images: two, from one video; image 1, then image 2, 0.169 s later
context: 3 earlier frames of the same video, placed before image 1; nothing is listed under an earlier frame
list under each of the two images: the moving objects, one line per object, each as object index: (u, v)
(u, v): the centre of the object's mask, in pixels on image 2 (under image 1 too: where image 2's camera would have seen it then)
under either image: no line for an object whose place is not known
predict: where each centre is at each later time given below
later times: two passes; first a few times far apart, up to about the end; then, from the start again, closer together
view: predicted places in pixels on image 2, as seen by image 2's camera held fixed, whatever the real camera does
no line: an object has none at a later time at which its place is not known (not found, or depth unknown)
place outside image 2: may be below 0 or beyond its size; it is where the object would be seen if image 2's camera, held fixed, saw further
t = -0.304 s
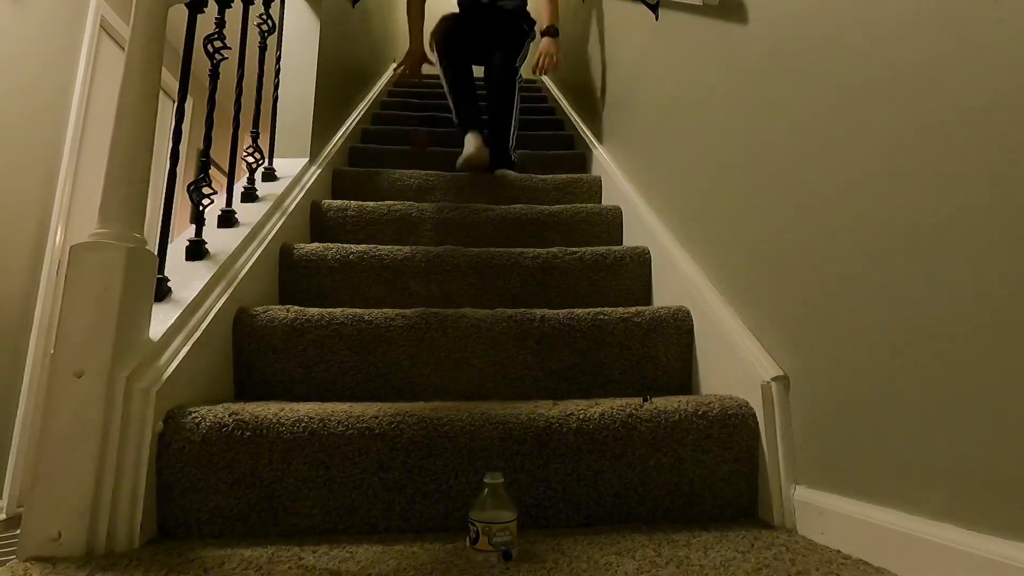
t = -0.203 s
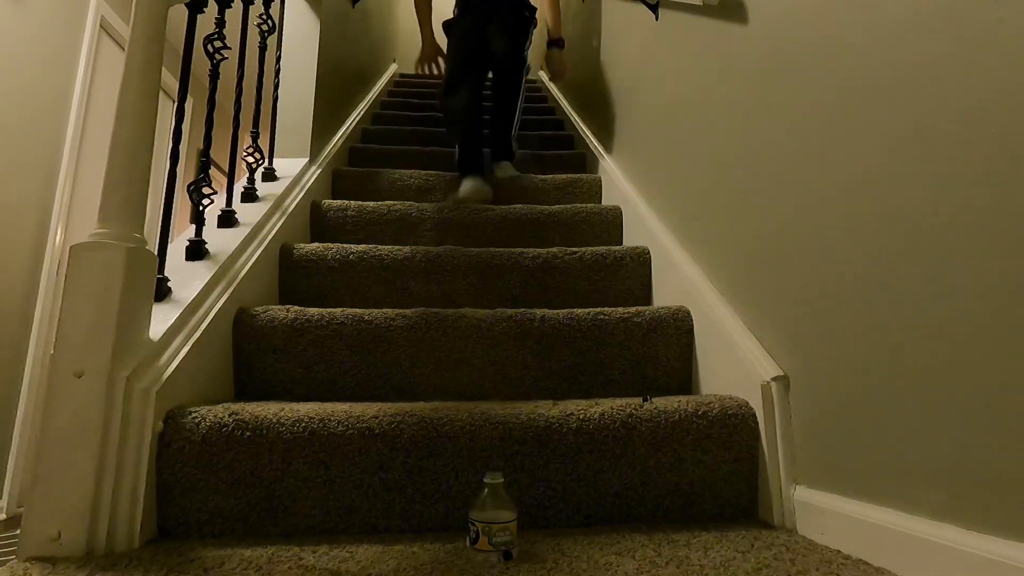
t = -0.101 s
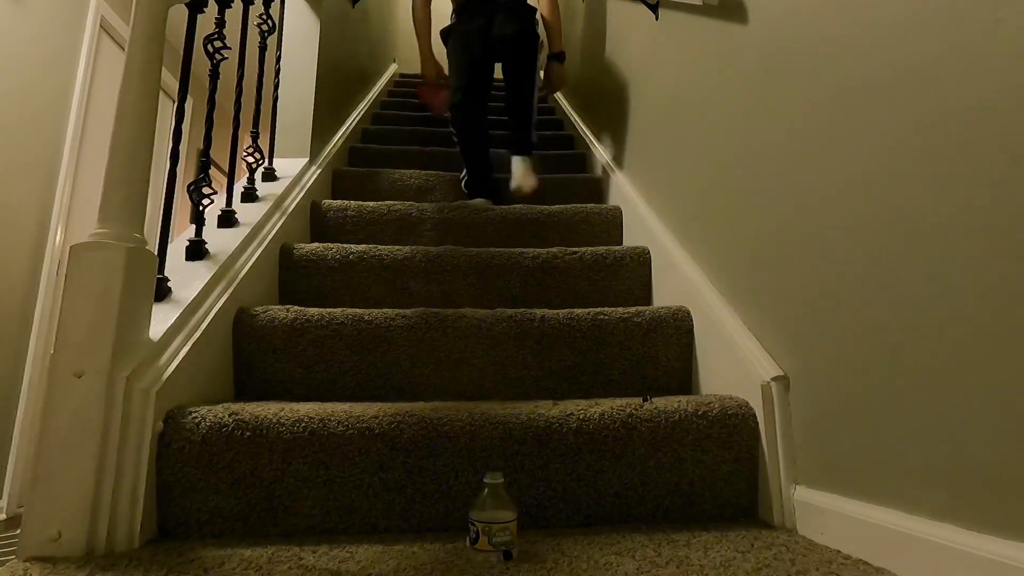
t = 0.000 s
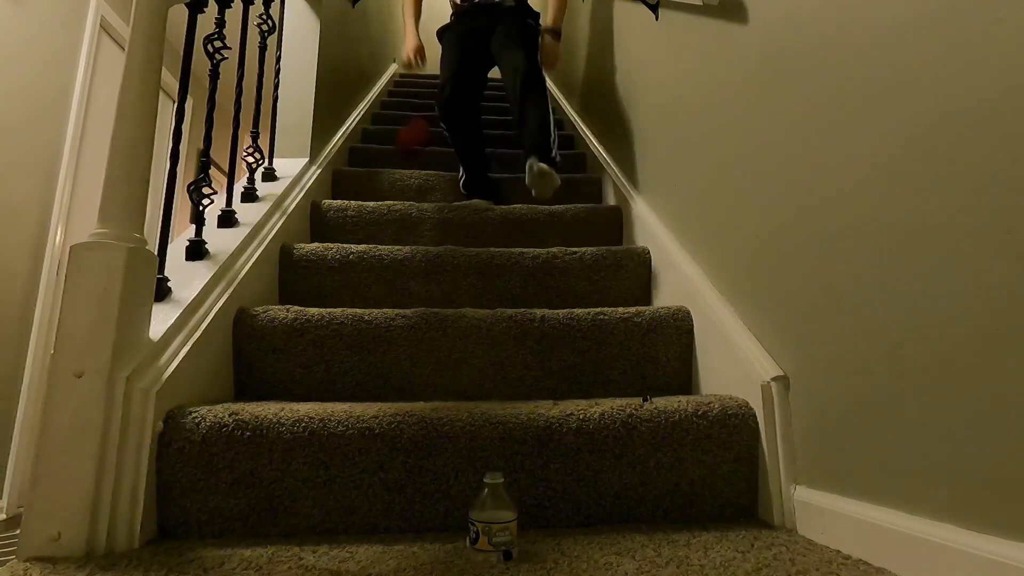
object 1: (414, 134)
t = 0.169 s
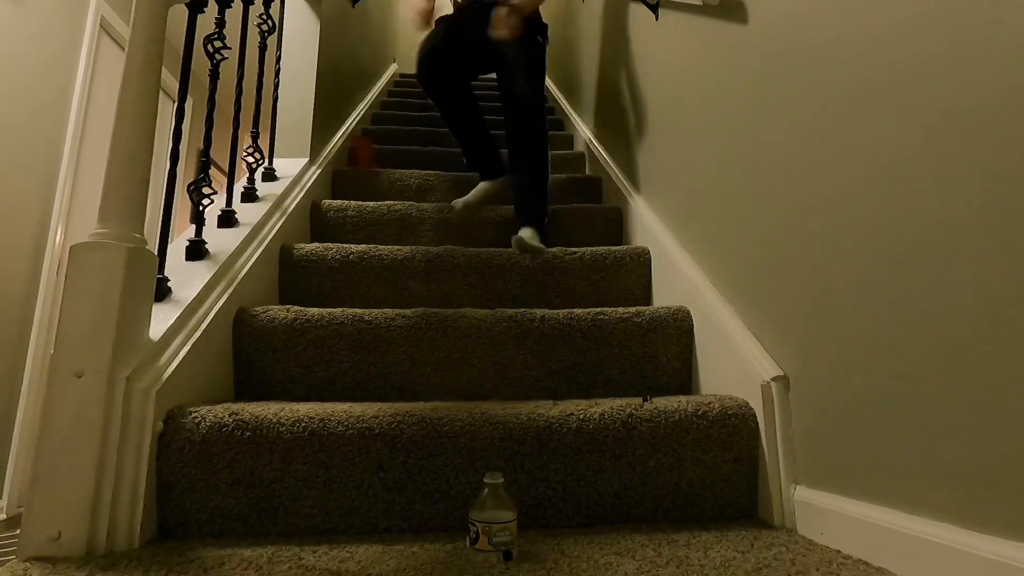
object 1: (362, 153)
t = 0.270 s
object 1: (350, 126)
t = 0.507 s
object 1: (345, 166)
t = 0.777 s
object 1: (325, 161)
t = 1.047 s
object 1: (285, 272)
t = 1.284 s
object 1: (323, 279)
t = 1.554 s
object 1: (363, 295)
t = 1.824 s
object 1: (390, 345)
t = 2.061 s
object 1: (414, 428)
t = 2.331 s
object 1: (436, 531)
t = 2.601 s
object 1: (439, 531)
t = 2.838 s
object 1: (439, 531)
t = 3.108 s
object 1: (439, 532)
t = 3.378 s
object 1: (439, 531)
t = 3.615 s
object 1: (439, 531)
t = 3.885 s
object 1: (439, 531)
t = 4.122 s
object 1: (439, 531)
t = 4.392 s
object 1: (439, 531)
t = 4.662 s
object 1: (439, 531)
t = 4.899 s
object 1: (439, 531)
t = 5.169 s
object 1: (439, 531)
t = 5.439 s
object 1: (439, 531)
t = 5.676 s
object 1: (439, 532)
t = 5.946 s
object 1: (439, 532)
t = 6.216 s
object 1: (439, 531)
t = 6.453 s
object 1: (439, 532)
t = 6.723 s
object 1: (439, 532)
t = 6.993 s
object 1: (439, 532)
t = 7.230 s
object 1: (439, 532)
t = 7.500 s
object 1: (439, 531)
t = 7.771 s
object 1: (439, 532)
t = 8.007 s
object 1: (439, 532)
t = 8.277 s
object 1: (439, 531)
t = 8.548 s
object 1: (439, 532)
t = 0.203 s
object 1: (350, 149)
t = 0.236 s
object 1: (350, 138)
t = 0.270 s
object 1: (350, 126)
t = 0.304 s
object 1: (350, 122)
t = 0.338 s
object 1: (350, 122)
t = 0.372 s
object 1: (349, 124)
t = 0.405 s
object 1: (348, 131)
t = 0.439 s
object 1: (348, 141)
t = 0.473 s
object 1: (349, 154)
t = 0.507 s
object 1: (345, 166)
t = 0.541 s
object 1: (343, 182)
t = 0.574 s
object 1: (341, 186)
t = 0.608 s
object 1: (337, 175)
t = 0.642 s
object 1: (336, 165)
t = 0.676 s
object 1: (334, 157)
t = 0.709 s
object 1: (331, 157)
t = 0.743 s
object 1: (329, 160)
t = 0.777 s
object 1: (325, 161)
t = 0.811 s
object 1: (321, 171)
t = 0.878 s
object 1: (318, 205)
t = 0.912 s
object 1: (310, 224)
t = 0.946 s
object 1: (304, 248)
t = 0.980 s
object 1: (304, 270)
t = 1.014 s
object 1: (296, 279)
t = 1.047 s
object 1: (285, 272)
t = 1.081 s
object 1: (286, 265)
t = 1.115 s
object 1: (292, 265)
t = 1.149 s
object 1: (298, 270)
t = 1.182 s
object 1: (304, 276)
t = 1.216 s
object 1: (311, 277)
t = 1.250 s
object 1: (317, 277)
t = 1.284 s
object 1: (323, 279)
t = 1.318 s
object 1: (329, 285)
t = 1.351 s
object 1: (336, 291)
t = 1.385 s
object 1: (341, 289)
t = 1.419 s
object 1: (346, 287)
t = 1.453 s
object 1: (351, 288)
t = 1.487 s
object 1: (355, 292)
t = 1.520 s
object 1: (359, 291)
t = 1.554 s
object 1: (363, 295)
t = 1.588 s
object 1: (366, 302)
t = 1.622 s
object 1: (370, 311)
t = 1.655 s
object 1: (372, 324)
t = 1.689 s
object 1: (372, 347)
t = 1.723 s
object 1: (374, 366)
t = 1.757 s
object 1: (379, 356)
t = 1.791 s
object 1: (384, 347)
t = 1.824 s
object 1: (390, 345)
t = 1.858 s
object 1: (396, 348)
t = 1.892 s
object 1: (403, 358)
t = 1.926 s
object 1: (408, 378)
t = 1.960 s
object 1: (410, 397)
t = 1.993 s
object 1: (409, 398)
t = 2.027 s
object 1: (412, 408)
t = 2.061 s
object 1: (414, 428)
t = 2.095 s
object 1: (415, 456)
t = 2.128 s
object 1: (417, 491)
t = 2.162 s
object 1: (420, 526)
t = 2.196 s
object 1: (422, 527)
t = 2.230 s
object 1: (425, 518)
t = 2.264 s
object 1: (428, 518)
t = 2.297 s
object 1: (431, 527)
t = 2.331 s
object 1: (436, 531)
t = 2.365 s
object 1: (440, 530)
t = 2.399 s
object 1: (439, 532)
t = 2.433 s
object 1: (439, 531)
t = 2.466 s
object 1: (439, 532)
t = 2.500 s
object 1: (439, 531)
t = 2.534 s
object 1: (439, 531)
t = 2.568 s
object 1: (439, 531)
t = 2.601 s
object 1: (439, 531)
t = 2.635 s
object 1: (439, 531)
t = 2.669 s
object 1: (439, 531)
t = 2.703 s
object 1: (439, 531)
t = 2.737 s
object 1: (439, 532)
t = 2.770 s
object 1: (438, 531)
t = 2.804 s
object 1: (439, 531)
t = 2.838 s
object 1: (439, 531)
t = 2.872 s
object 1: (439, 531)
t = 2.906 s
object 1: (439, 531)
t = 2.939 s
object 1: (439, 531)
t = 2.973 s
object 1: (439, 531)
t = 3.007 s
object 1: (439, 531)
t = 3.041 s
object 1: (439, 531)
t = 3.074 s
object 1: (439, 531)
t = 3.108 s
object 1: (439, 532)
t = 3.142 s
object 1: (439, 532)
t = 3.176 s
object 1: (439, 531)
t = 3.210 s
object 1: (439, 531)
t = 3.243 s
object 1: (439, 531)
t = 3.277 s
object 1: (439, 531)
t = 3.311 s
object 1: (439, 531)
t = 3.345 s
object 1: (439, 531)
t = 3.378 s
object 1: (439, 531)
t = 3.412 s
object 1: (439, 531)
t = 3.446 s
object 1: (439, 531)
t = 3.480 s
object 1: (439, 531)
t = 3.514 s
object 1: (439, 531)
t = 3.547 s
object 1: (439, 531)
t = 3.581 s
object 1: (439, 531)
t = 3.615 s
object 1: (439, 531)
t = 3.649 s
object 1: (439, 531)
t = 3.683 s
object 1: (439, 531)
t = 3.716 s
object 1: (439, 531)
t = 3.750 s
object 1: (439, 531)
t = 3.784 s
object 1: (439, 531)
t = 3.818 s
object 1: (439, 531)
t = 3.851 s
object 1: (439, 531)
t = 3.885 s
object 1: (439, 531)
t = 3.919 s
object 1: (439, 531)
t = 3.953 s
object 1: (439, 531)
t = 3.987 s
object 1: (439, 531)
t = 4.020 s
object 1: (439, 531)
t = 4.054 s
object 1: (439, 531)
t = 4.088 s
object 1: (439, 531)
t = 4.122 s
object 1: (439, 531)
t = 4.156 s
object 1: (439, 531)
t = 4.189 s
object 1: (439, 532)
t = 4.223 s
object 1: (439, 531)
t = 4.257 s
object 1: (439, 531)
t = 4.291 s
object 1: (439, 531)
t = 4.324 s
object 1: (439, 531)
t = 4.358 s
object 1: (439, 531)
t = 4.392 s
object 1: (439, 531)
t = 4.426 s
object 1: (439, 531)
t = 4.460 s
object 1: (439, 531)
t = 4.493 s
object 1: (439, 531)
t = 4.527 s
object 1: (439, 531)
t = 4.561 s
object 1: (439, 531)
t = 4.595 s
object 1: (439, 531)
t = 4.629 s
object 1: (439, 531)
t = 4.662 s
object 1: (439, 531)
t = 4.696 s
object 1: (439, 531)
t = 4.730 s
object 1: (439, 531)
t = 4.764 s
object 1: (439, 531)
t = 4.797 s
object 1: (439, 531)
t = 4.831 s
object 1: (439, 531)
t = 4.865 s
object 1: (439, 531)
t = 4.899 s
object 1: (439, 531)
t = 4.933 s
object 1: (439, 531)
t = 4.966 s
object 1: (439, 532)
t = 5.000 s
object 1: (439, 531)
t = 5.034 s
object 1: (439, 531)
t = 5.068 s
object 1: (439, 531)
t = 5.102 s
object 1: (439, 531)
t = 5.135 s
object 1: (439, 531)
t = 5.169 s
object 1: (439, 531)
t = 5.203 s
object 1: (439, 532)
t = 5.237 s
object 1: (439, 532)
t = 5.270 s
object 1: (439, 532)
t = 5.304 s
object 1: (439, 531)
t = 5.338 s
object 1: (439, 532)
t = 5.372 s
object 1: (439, 532)
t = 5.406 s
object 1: (439, 531)
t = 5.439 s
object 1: (439, 531)
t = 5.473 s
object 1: (439, 531)
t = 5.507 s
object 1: (439, 532)
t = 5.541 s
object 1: (439, 532)
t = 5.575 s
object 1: (439, 532)
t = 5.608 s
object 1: (439, 532)
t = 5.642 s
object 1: (439, 532)
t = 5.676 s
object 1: (439, 532)
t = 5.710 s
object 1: (439, 532)
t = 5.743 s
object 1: (439, 532)
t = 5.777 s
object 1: (439, 532)
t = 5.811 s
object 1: (439, 532)
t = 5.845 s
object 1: (439, 532)
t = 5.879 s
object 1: (439, 532)
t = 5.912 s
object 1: (439, 532)
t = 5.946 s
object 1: (439, 532)
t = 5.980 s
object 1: (439, 532)
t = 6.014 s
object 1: (439, 532)
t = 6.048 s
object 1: (439, 532)
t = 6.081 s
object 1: (439, 532)
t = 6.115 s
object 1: (439, 532)
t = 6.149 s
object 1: (439, 531)
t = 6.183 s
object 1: (439, 532)
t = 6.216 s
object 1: (439, 531)
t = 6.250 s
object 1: (439, 531)
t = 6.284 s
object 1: (439, 532)
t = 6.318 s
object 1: (439, 532)
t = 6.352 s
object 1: (439, 532)
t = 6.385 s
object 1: (439, 532)
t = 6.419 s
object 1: (439, 532)
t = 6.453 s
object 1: (439, 532)
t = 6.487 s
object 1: (439, 532)
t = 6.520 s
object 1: (439, 532)
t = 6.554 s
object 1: (439, 532)
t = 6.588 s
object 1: (439, 532)
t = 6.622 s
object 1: (439, 532)
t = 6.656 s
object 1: (439, 532)
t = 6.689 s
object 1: (439, 532)
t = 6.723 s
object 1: (439, 532)
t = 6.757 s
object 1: (439, 532)
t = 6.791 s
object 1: (439, 532)
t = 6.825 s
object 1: (439, 532)
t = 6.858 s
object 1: (439, 532)
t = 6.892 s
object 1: (439, 532)
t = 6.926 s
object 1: (439, 532)
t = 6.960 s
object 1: (439, 532)
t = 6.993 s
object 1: (439, 532)
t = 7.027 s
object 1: (439, 532)
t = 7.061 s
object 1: (439, 532)
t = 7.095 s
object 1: (439, 532)
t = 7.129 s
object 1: (439, 532)
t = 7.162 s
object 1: (439, 532)
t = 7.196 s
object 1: (439, 532)
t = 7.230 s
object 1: (439, 532)
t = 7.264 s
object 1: (439, 532)
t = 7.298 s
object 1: (439, 532)
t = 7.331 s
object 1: (439, 532)
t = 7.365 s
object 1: (439, 532)
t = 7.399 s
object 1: (439, 532)
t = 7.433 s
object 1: (439, 532)
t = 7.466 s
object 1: (439, 532)
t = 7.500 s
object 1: (439, 531)
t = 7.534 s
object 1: (439, 531)
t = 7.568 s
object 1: (439, 532)
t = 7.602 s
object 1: (439, 532)
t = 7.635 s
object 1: (439, 532)
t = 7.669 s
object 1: (439, 532)
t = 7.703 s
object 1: (439, 532)
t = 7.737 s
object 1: (439, 532)
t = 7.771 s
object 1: (439, 532)
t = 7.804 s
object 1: (439, 532)
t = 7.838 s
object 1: (439, 532)
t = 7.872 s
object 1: (439, 532)
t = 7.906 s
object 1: (439, 532)
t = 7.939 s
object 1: (439, 532)
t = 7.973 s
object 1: (439, 532)
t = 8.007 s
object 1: (439, 532)
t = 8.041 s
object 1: (439, 532)
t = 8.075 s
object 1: (439, 532)
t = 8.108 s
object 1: (439, 531)
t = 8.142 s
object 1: (439, 532)
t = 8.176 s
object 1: (439, 531)
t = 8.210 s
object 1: (439, 532)
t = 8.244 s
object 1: (439, 531)
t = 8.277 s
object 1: (439, 531)
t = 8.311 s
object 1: (439, 532)
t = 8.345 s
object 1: (439, 531)
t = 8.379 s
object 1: (439, 531)
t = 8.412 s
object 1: (439, 531)
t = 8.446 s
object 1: (439, 531)
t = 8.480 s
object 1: (439, 531)
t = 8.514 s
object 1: (439, 532)
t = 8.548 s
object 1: (439, 532)
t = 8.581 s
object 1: (439, 532)
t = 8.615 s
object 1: (439, 532)
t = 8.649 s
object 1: (439, 532)
